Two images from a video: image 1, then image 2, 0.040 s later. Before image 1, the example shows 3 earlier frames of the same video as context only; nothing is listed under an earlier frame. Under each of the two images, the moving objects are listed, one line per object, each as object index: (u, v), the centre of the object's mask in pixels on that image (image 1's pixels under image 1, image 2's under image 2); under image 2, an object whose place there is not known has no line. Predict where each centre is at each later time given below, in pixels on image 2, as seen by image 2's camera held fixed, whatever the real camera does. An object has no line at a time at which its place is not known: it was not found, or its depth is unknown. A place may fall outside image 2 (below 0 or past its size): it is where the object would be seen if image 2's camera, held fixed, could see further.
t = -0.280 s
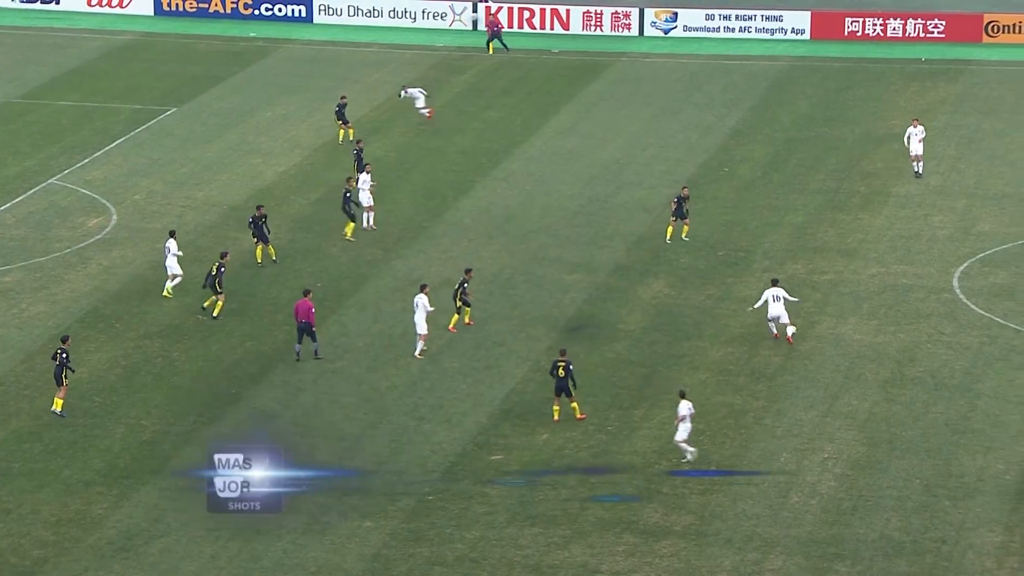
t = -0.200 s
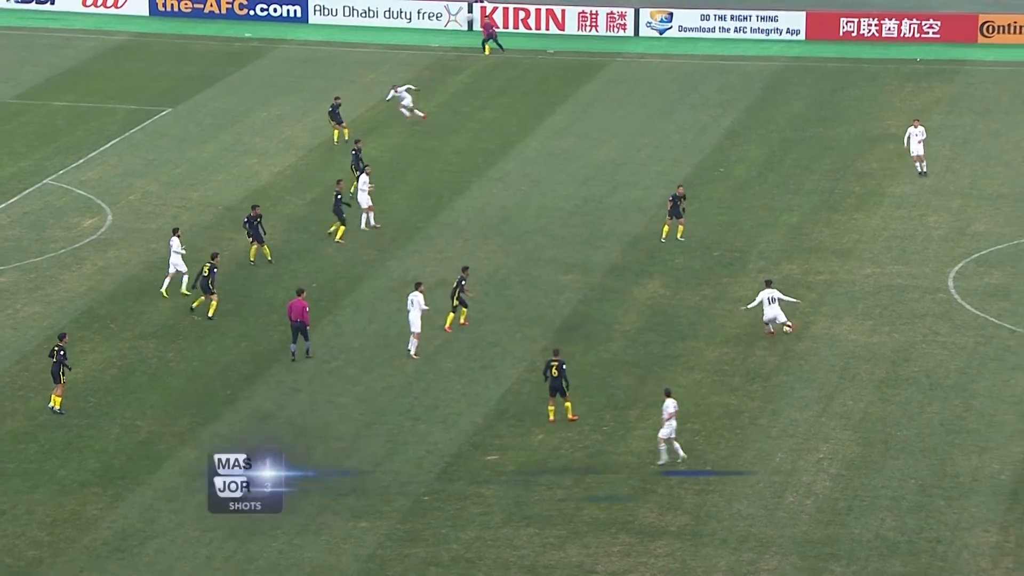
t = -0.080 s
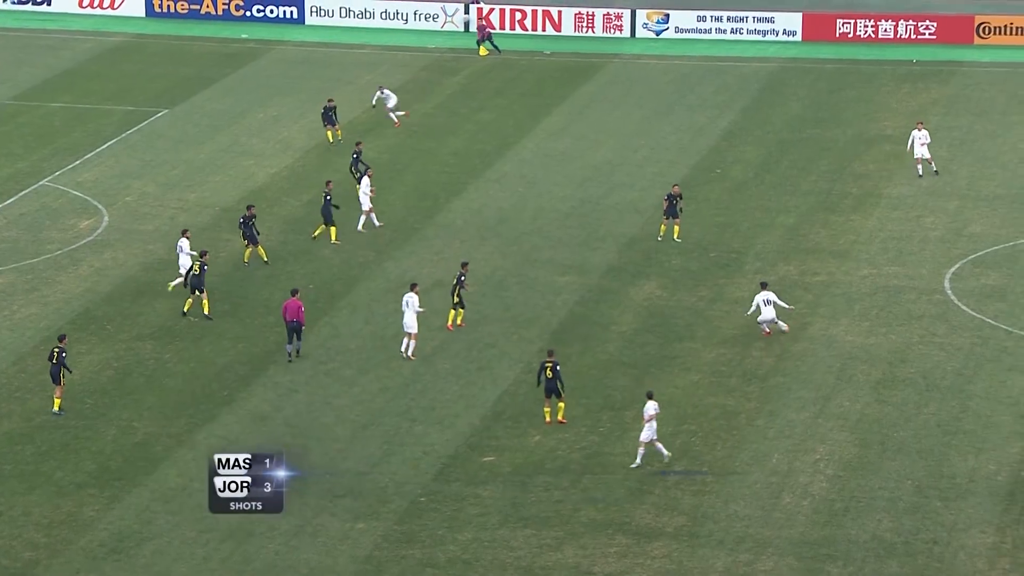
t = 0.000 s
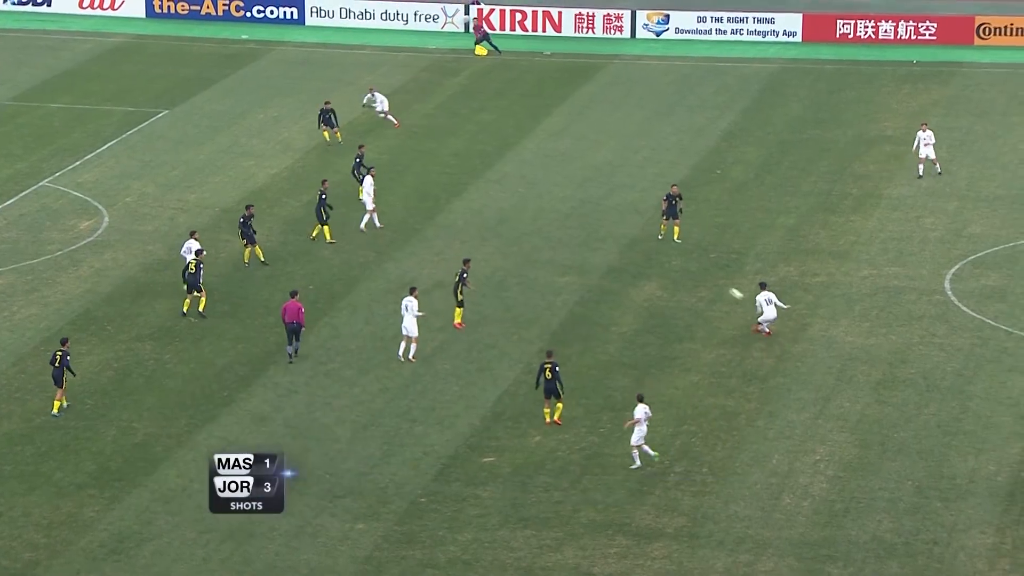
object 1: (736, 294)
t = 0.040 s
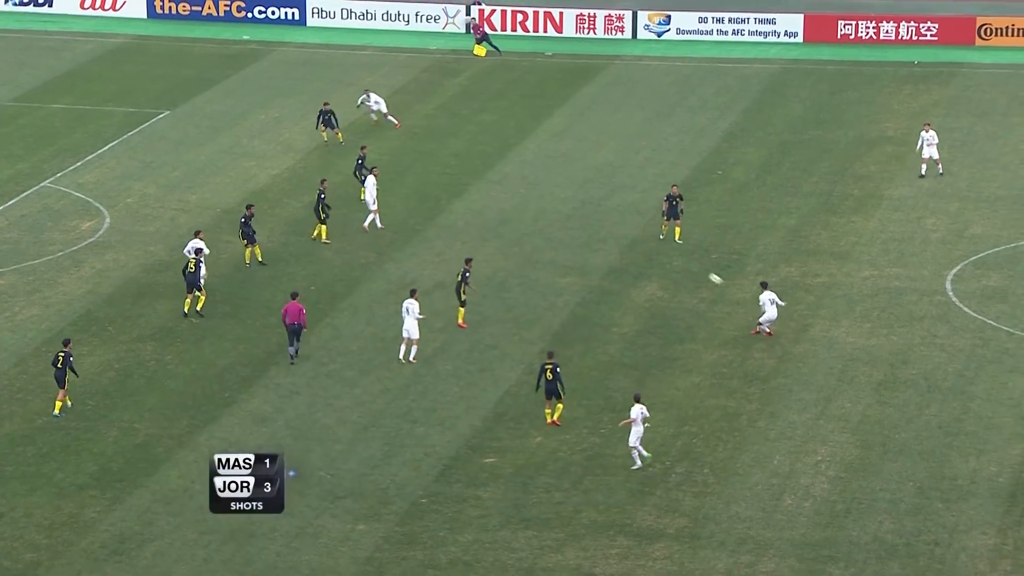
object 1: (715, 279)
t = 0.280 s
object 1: (593, 199)
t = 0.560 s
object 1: (469, 131)
